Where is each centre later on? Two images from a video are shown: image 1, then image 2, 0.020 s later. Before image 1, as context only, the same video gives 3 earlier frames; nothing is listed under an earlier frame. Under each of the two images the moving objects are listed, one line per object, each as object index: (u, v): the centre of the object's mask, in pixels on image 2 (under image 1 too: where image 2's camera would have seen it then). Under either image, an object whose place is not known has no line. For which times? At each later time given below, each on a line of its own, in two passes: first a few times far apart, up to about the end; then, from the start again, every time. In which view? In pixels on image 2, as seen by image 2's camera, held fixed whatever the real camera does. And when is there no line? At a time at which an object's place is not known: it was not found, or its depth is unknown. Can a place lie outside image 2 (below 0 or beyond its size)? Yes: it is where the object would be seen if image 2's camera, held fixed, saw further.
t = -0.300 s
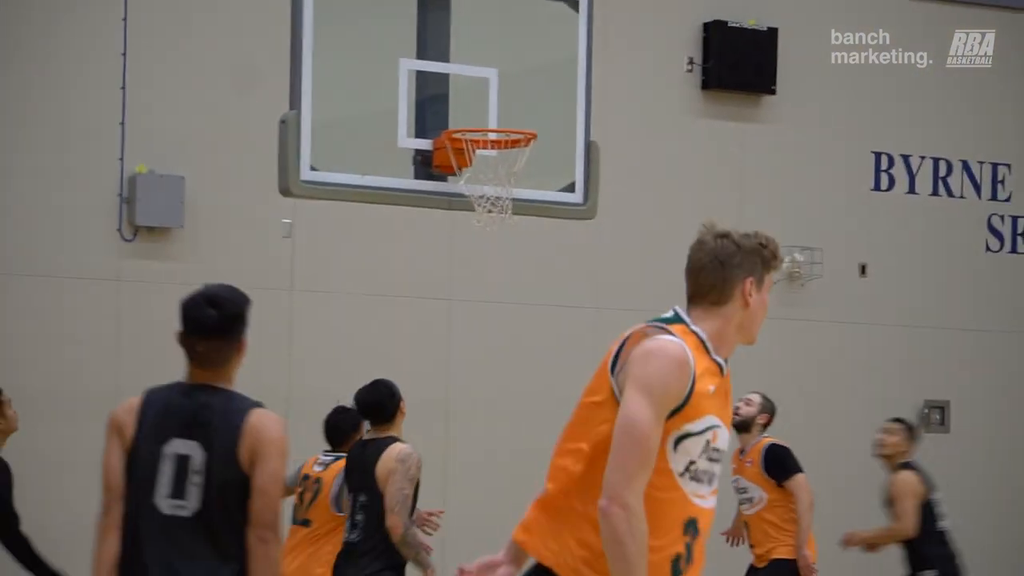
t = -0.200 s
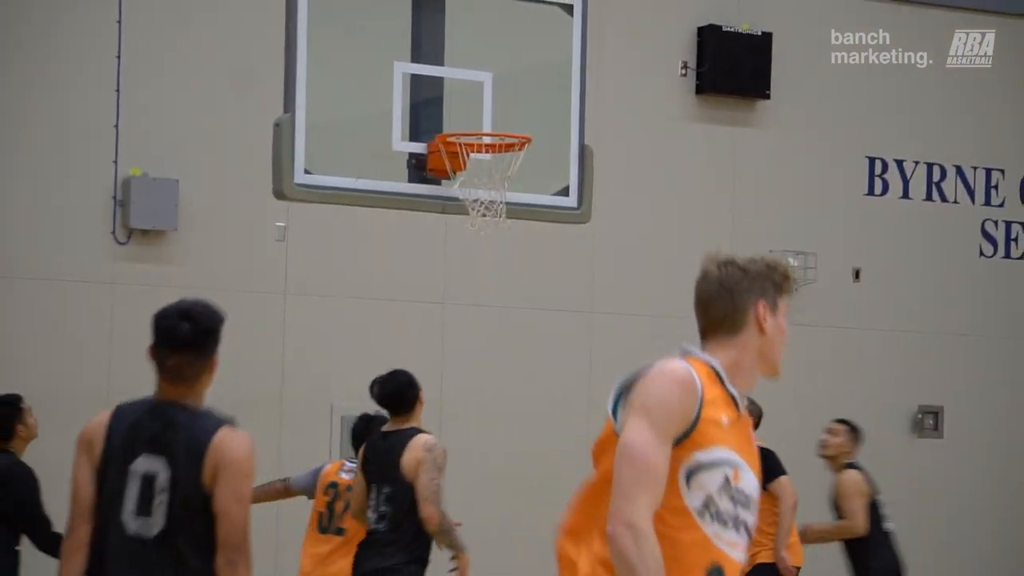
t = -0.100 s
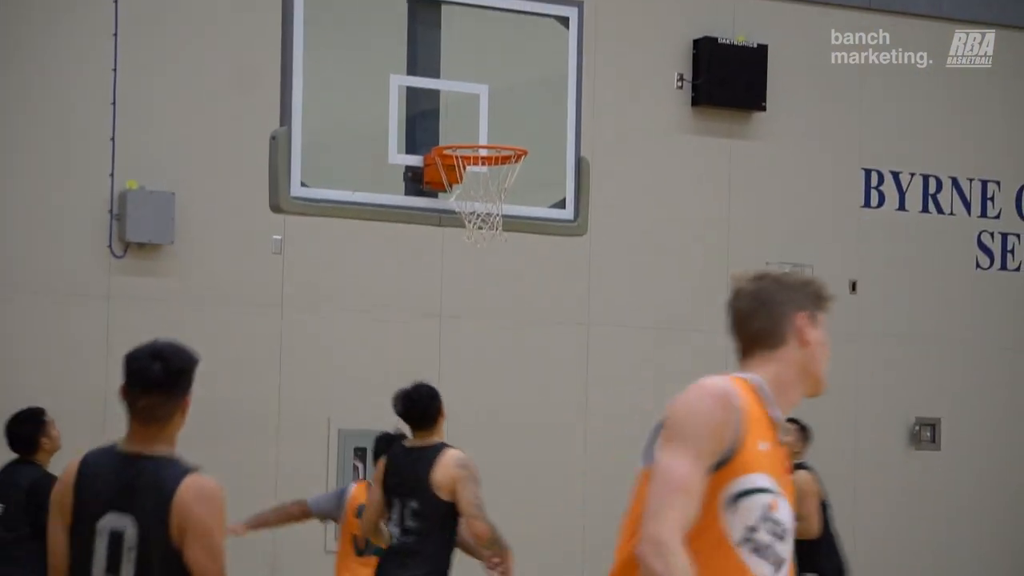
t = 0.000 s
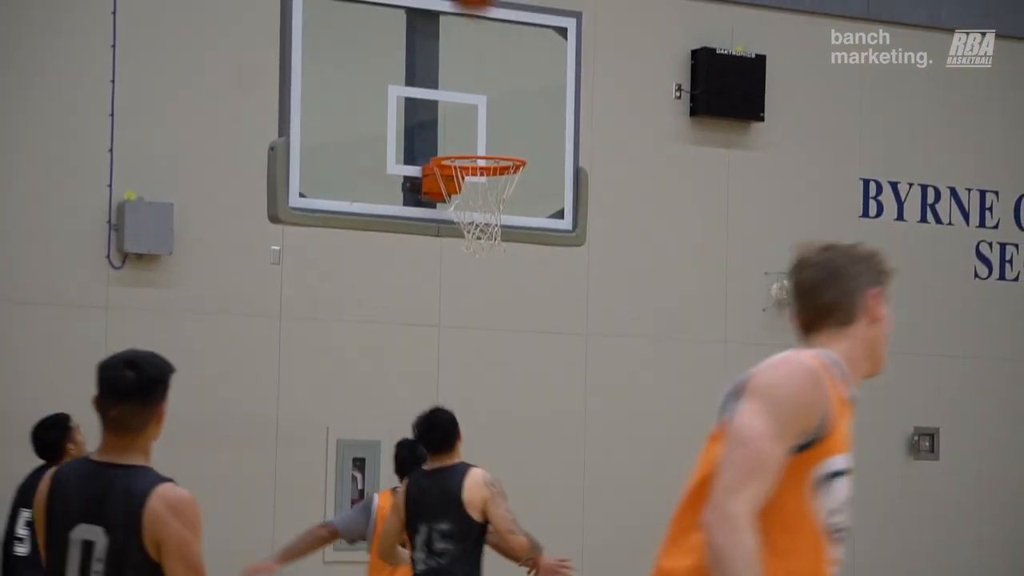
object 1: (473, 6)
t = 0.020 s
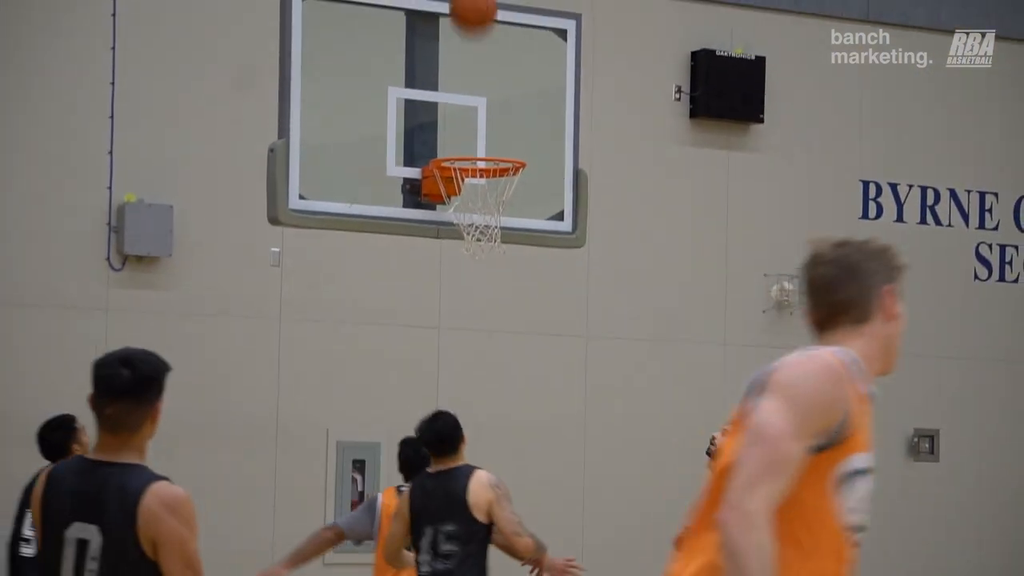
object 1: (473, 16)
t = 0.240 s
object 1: (480, 204)
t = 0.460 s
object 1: (479, 193)
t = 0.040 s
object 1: (474, 29)
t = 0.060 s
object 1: (474, 47)
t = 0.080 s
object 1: (475, 67)
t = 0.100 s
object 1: (476, 87)
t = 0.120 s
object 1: (477, 109)
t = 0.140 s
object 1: (477, 131)
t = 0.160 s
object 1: (478, 143)
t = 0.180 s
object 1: (478, 171)
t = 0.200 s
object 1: (479, 183)
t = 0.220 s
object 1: (480, 192)
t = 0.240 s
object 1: (480, 204)
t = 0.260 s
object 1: (479, 203)
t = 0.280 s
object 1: (478, 197)
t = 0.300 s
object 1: (477, 190)
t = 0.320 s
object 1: (478, 185)
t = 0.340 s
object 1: (477, 180)
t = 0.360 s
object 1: (477, 179)
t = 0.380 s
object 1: (478, 180)
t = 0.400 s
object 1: (478, 182)
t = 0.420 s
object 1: (480, 185)
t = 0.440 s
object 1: (479, 188)
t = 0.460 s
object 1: (479, 193)
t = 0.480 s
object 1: (480, 197)
